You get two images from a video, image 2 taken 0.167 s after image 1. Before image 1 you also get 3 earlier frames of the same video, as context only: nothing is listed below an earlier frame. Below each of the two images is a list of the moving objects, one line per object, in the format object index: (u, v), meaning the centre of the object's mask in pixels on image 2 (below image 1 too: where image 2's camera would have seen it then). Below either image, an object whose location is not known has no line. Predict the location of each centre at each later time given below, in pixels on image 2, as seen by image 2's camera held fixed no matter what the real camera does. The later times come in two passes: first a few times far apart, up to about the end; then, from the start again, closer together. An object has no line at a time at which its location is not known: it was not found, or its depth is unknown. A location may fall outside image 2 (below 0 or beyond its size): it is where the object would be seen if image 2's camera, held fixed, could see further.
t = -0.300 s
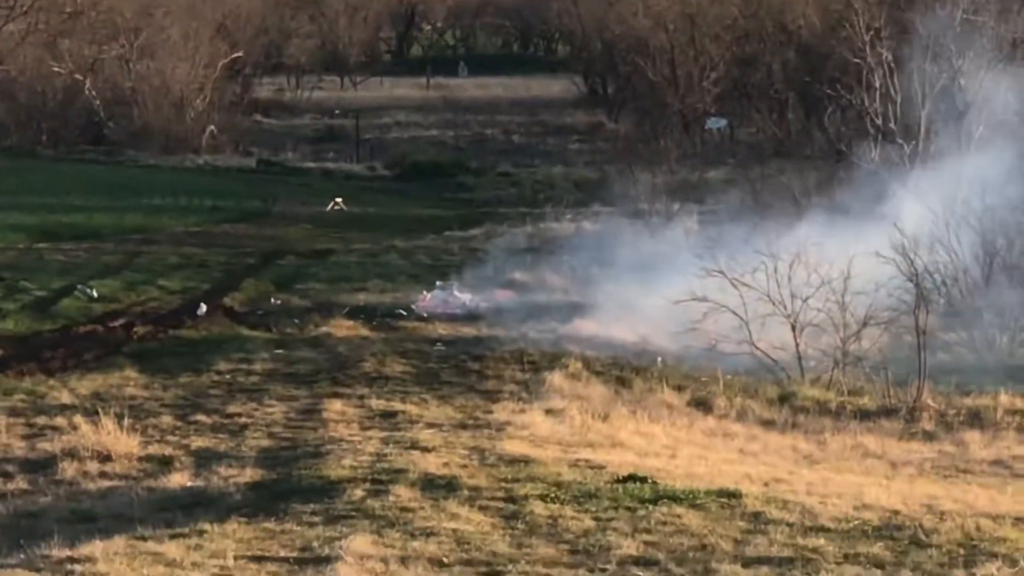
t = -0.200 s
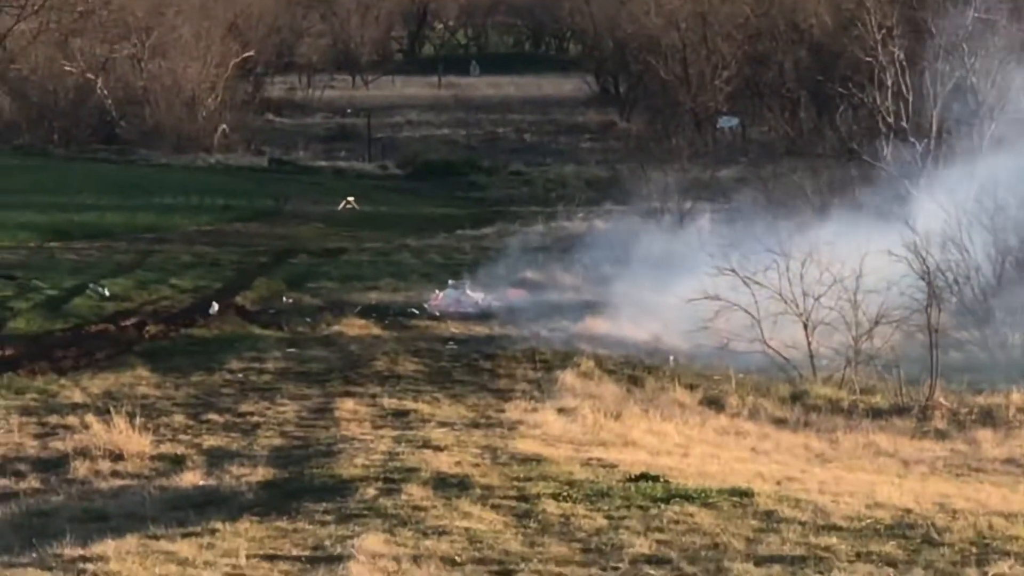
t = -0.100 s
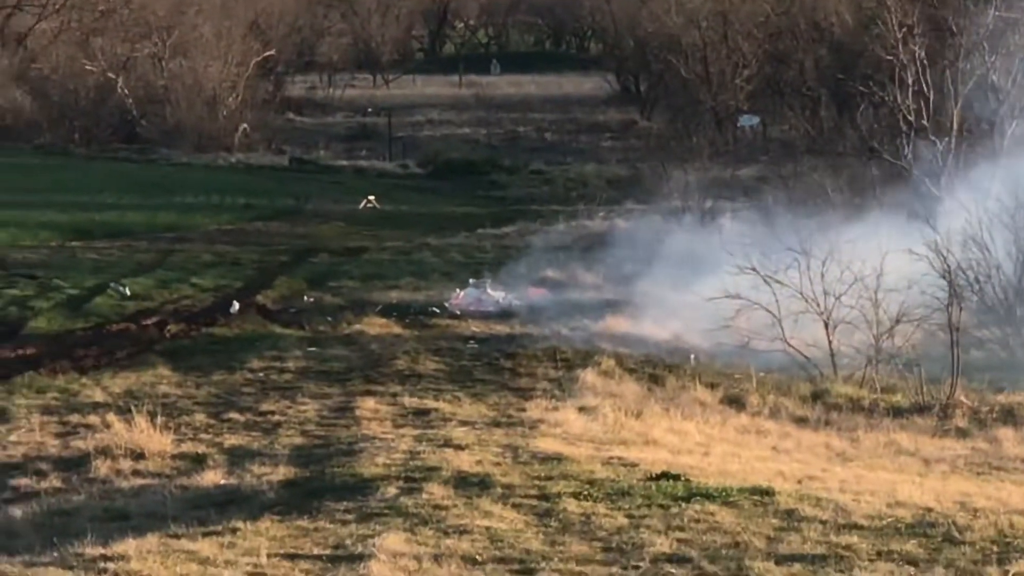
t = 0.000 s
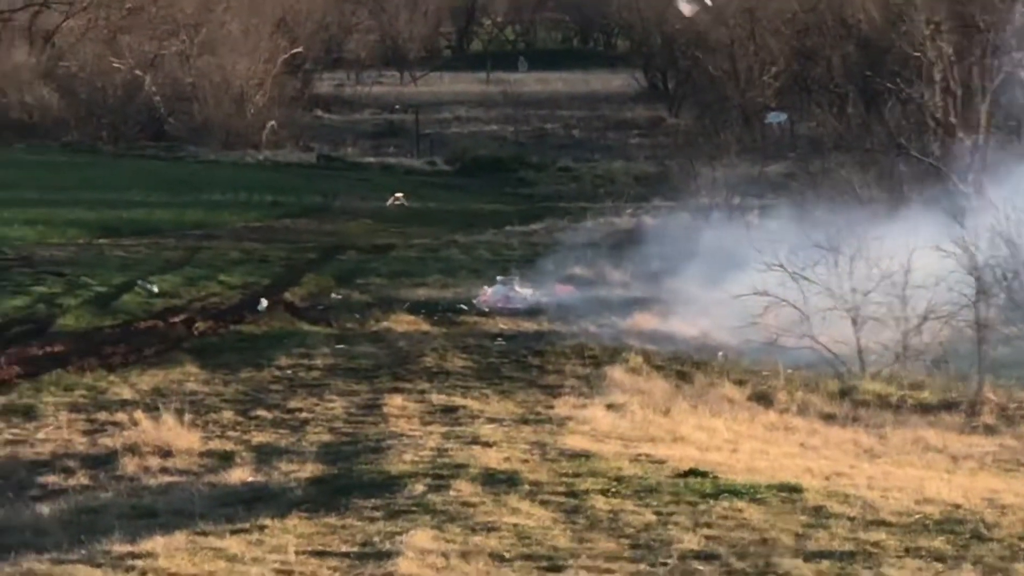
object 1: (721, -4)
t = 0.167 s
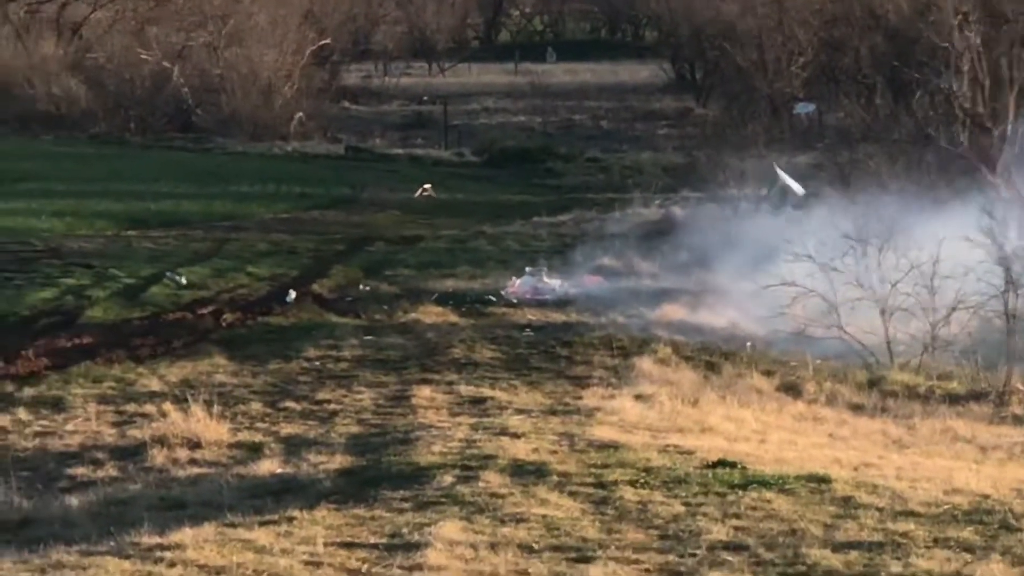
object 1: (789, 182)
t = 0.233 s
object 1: (809, 272)
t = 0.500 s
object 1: (895, 365)
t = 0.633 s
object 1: (941, 375)
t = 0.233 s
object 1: (809, 272)
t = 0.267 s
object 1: (823, 315)
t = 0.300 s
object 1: (832, 352)
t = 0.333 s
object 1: (842, 380)
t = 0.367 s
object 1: (850, 377)
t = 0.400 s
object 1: (865, 374)
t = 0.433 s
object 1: (875, 368)
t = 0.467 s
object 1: (886, 365)
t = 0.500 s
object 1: (895, 365)
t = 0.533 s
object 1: (903, 367)
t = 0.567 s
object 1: (915, 367)
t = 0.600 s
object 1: (932, 369)
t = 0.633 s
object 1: (941, 375)
